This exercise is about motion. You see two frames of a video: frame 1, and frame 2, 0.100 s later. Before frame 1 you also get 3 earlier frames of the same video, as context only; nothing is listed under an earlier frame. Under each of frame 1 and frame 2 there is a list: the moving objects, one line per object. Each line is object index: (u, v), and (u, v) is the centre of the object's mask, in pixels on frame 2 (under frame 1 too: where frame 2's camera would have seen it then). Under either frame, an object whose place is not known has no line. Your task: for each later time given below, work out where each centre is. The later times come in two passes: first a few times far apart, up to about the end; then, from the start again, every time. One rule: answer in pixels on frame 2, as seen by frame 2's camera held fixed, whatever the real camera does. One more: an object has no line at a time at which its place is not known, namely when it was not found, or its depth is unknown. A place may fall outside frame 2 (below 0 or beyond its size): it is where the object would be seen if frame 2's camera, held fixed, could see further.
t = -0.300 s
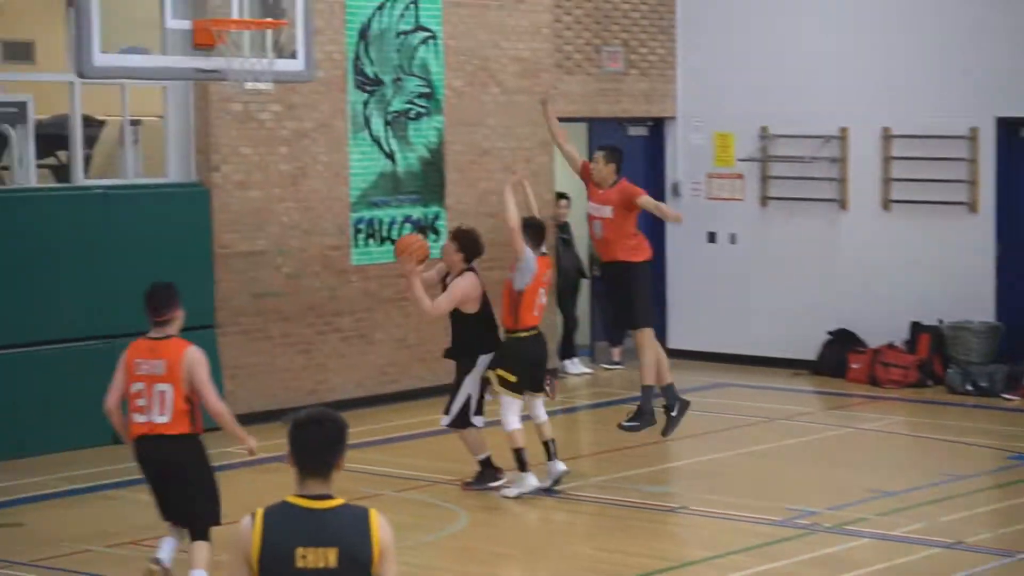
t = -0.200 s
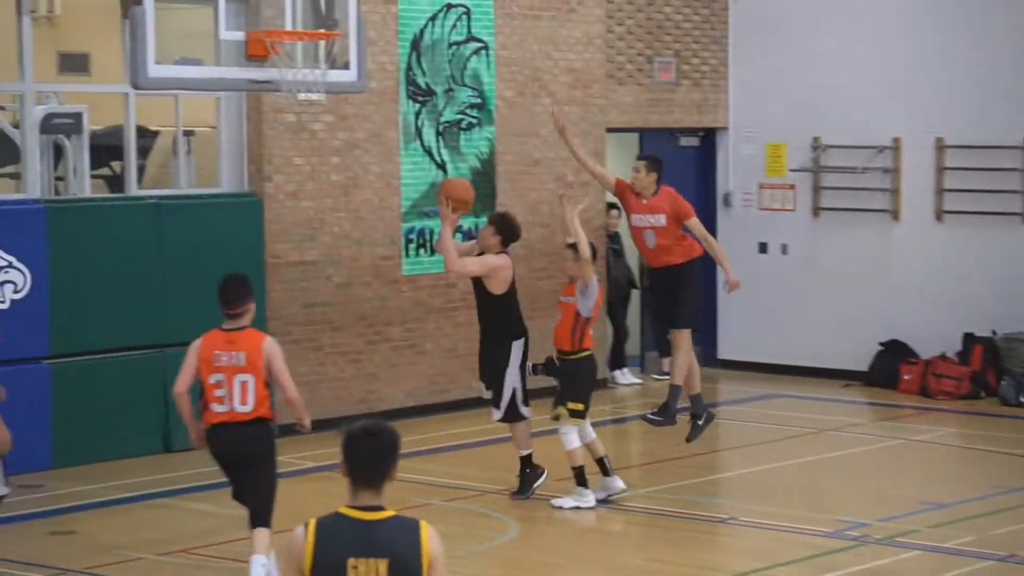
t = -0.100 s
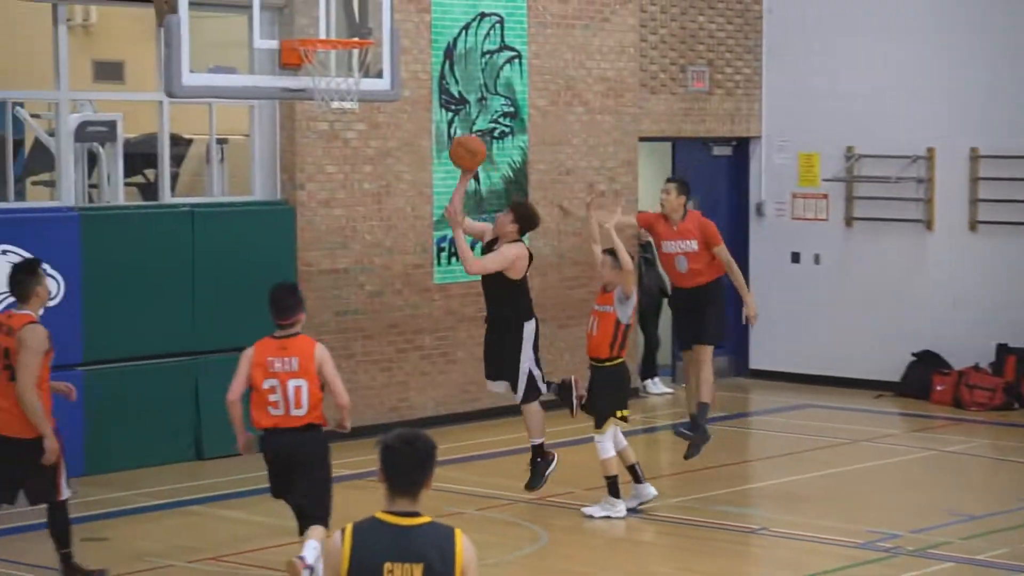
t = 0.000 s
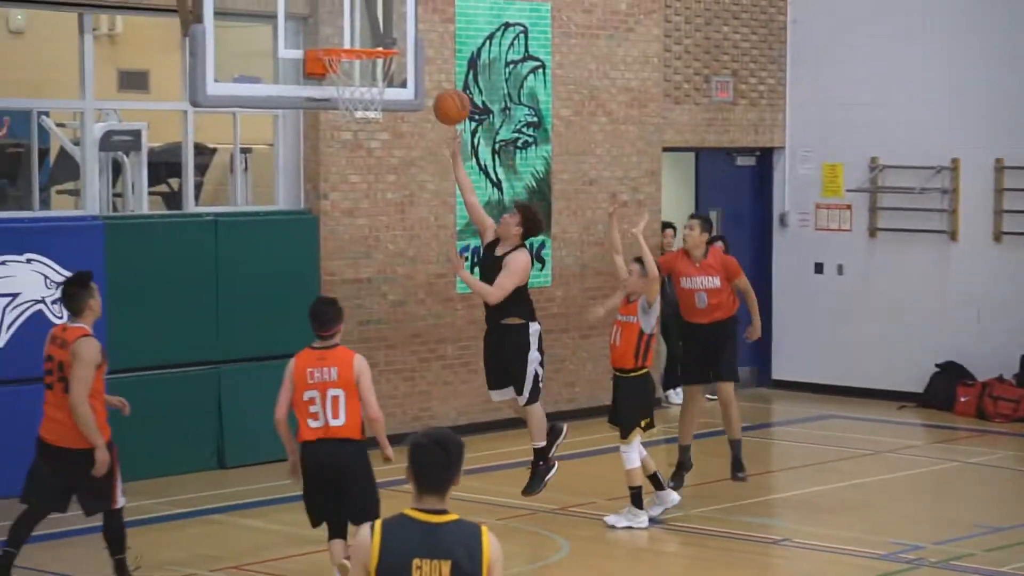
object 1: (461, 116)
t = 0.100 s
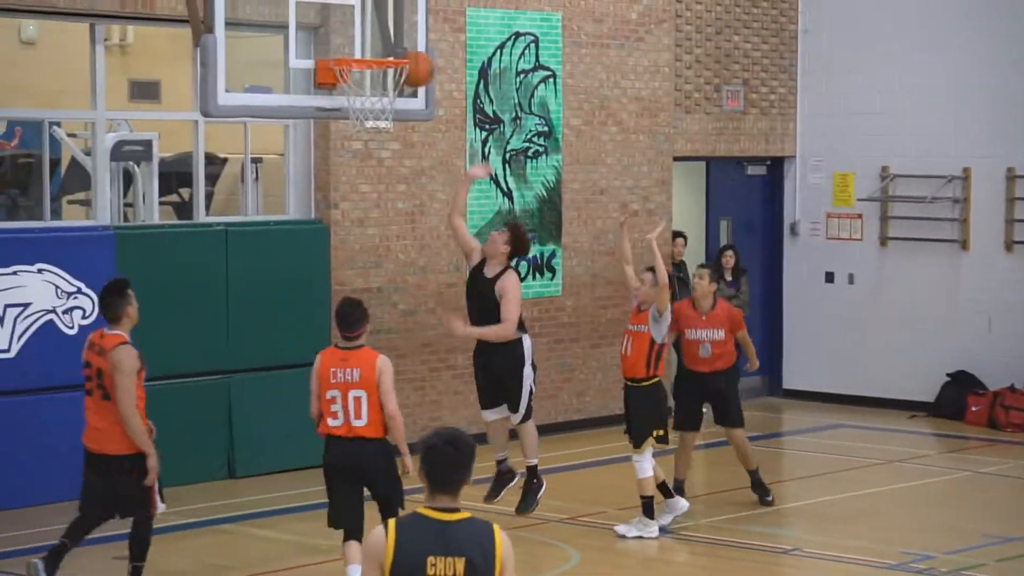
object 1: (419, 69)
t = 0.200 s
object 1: (390, 42)
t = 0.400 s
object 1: (384, 47)
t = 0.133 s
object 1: (403, 51)
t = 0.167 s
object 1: (391, 45)
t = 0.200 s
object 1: (390, 42)
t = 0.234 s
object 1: (389, 41)
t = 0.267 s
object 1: (388, 40)
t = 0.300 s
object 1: (387, 40)
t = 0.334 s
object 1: (386, 42)
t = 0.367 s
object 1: (385, 44)
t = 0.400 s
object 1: (384, 47)
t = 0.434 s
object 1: (383, 58)
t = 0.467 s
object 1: (381, 68)
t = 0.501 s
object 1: (380, 79)
